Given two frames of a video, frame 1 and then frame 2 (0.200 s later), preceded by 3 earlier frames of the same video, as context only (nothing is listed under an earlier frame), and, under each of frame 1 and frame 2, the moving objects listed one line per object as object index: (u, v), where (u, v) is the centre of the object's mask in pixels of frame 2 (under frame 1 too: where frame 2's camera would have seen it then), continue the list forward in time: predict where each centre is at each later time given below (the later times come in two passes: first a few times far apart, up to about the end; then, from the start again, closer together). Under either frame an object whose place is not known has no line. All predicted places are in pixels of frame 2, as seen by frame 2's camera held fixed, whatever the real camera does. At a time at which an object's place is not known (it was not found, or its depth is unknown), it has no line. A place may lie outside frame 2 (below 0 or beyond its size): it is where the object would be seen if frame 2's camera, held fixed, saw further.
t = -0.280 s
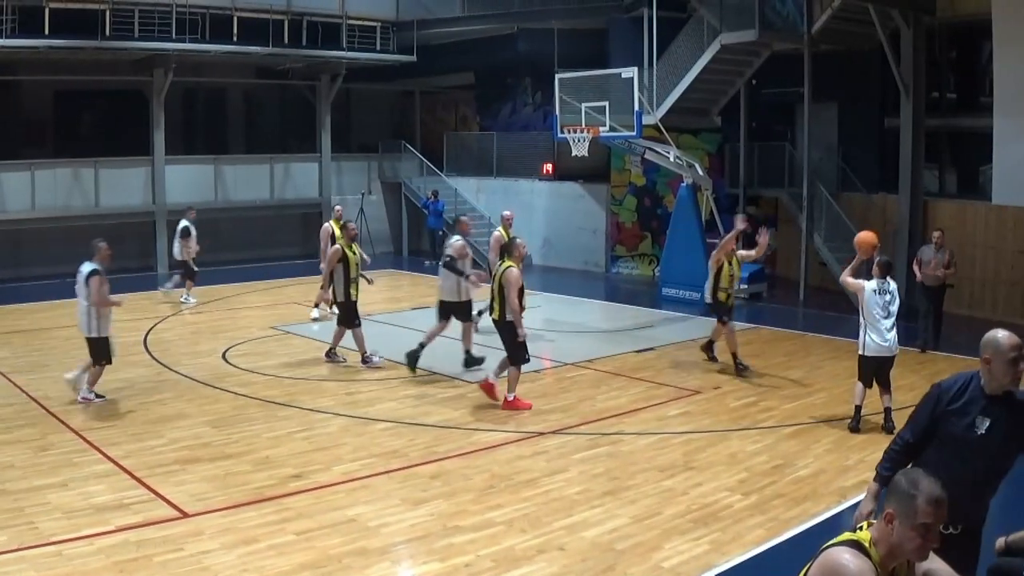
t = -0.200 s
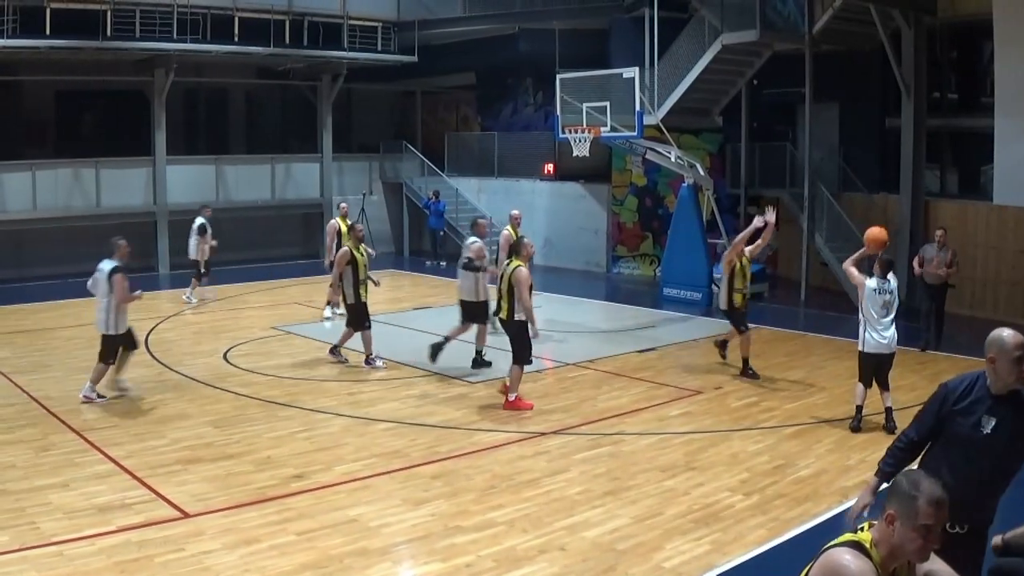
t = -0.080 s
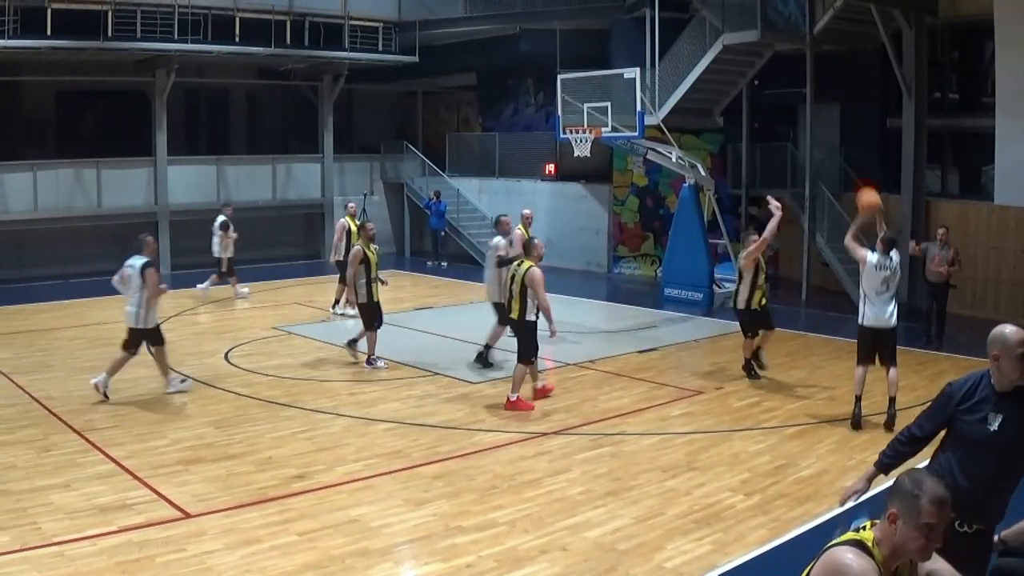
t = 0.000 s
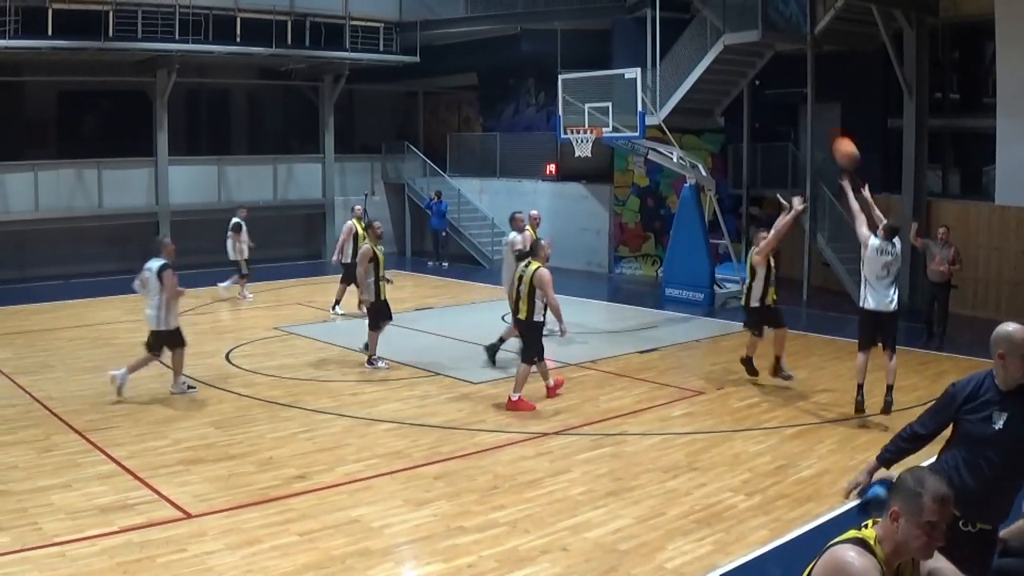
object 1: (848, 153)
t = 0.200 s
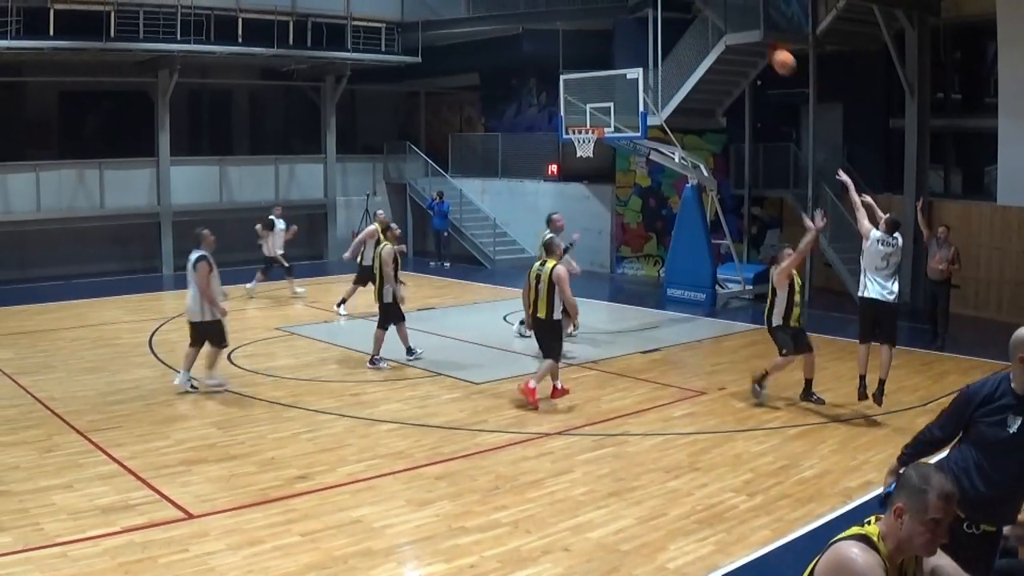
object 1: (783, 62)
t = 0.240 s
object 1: (772, 50)
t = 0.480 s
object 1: (711, 13)
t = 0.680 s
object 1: (672, 20)
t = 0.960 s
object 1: (628, 71)
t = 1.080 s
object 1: (611, 105)
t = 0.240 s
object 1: (772, 50)
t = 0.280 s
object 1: (761, 40)
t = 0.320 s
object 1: (749, 29)
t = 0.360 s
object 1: (739, 23)
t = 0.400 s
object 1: (729, 20)
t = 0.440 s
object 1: (720, 16)
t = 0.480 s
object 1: (711, 13)
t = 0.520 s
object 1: (703, 12)
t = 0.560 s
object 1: (694, 13)
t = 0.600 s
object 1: (687, 14)
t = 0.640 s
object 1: (680, 16)
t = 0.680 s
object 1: (672, 20)
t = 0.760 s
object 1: (659, 30)
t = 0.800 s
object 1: (651, 37)
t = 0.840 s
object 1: (645, 44)
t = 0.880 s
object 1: (640, 53)
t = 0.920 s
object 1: (634, 61)
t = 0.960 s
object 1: (628, 71)
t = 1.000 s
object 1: (621, 83)
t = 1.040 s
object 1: (616, 93)
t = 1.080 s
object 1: (611, 105)
